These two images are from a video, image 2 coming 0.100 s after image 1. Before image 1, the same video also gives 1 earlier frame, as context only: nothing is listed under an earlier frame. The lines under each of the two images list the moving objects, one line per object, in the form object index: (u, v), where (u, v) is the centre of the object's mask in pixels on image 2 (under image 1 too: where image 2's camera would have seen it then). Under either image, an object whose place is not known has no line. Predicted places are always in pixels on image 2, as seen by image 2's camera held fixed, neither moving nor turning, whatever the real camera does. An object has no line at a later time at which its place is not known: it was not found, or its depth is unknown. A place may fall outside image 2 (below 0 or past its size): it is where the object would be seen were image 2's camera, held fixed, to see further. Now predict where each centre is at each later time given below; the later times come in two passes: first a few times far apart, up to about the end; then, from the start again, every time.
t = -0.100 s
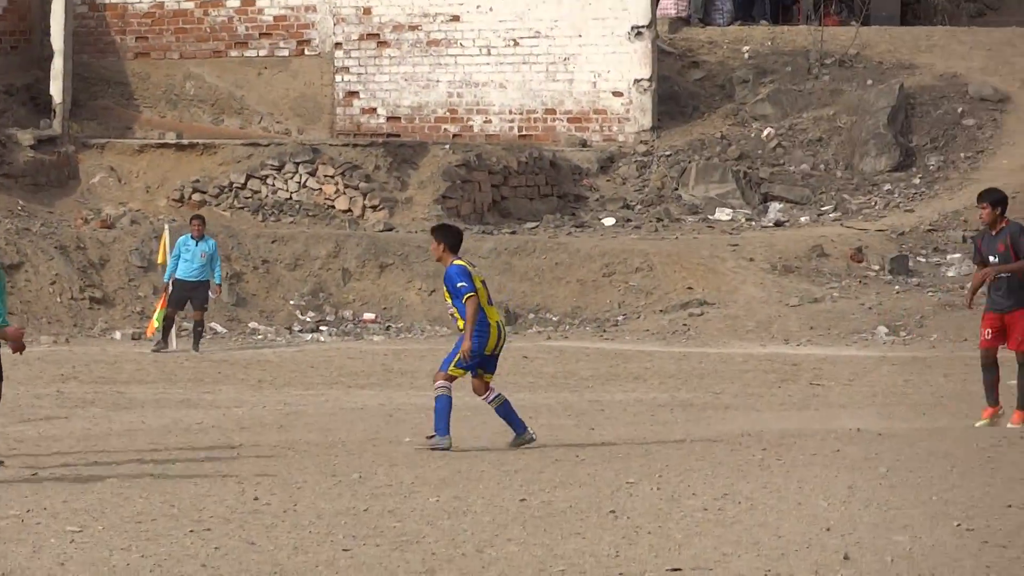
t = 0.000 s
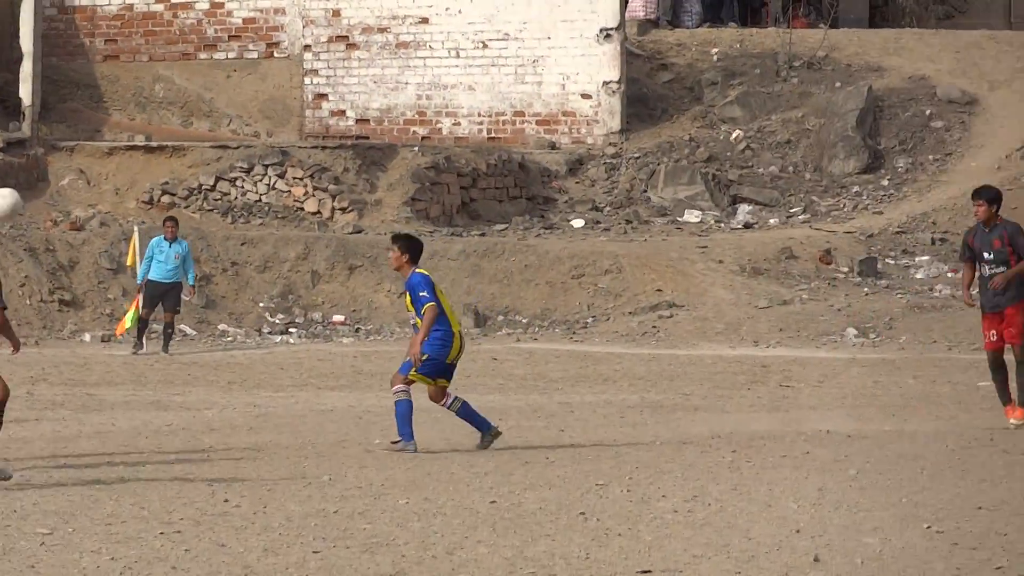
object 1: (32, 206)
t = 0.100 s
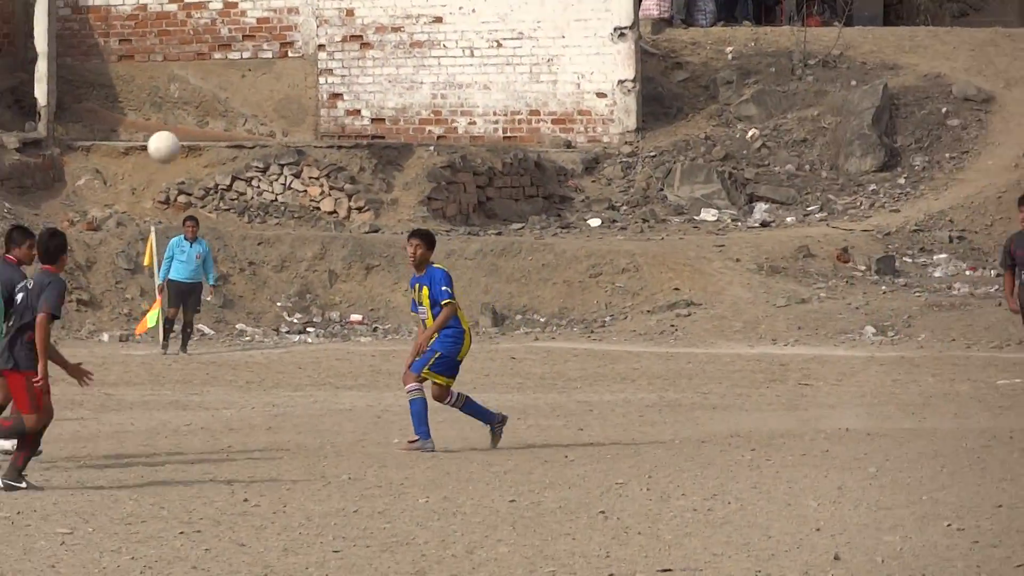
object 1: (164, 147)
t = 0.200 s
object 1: (312, 101)
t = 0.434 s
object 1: (680, 31)
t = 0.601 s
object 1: (965, 17)
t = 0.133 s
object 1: (212, 129)
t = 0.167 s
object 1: (262, 114)
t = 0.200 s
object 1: (312, 101)
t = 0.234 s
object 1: (364, 87)
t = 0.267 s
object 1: (417, 75)
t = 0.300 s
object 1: (469, 65)
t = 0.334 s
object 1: (521, 54)
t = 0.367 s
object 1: (574, 46)
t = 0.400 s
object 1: (627, 38)
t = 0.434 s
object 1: (680, 31)
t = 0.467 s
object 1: (735, 25)
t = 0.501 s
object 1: (791, 22)
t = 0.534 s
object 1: (849, 19)
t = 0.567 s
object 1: (907, 17)
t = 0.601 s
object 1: (965, 17)
